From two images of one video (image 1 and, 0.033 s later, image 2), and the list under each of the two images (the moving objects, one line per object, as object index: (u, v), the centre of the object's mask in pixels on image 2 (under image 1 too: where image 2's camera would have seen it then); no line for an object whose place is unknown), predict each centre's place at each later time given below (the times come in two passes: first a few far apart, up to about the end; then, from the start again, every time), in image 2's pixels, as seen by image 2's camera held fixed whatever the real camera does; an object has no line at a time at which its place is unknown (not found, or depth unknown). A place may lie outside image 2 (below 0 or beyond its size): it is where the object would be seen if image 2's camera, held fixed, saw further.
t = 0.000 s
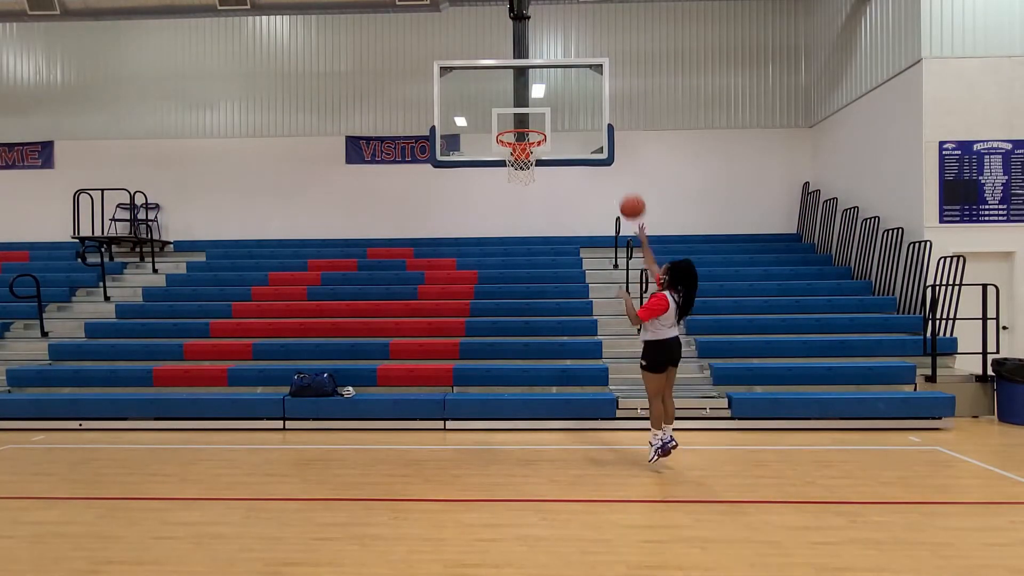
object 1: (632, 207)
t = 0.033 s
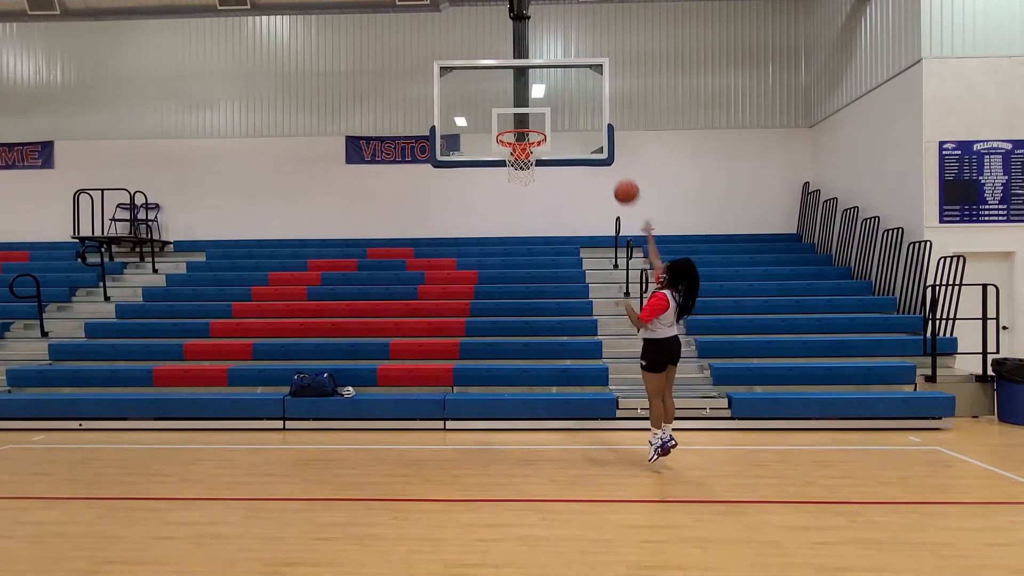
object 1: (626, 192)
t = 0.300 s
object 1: (582, 120)
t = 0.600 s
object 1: (541, 123)
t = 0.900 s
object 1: (521, 121)
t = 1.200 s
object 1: (521, 157)
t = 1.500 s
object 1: (524, 210)
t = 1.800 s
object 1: (524, 345)
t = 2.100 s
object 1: (521, 363)
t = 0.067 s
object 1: (620, 178)
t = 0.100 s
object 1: (614, 165)
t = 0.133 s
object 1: (608, 155)
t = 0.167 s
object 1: (603, 145)
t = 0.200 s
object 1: (598, 137)
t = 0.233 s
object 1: (592, 130)
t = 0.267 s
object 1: (586, 124)
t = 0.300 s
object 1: (582, 120)
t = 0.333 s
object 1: (576, 117)
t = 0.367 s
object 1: (571, 114)
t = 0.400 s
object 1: (566, 113)
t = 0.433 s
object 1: (562, 113)
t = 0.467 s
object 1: (557, 114)
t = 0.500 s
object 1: (552, 117)
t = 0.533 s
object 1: (548, 120)
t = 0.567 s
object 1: (544, 123)
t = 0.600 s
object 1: (541, 123)
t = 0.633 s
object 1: (539, 125)
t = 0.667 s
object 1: (537, 125)
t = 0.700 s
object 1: (534, 123)
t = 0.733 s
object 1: (532, 122)
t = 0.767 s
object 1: (529, 121)
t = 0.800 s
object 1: (528, 119)
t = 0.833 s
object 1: (525, 120)
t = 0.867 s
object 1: (523, 120)
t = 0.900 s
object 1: (521, 121)
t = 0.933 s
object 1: (519, 122)
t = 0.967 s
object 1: (517, 124)
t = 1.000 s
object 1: (518, 125)
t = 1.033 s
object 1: (516, 129)
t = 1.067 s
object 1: (519, 135)
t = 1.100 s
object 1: (521, 137)
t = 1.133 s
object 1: (521, 140)
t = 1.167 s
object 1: (521, 152)
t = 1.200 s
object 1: (521, 157)
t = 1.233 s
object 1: (524, 165)
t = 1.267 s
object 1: (521, 171)
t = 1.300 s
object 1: (524, 170)
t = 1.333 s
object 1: (523, 174)
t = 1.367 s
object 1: (525, 184)
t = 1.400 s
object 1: (524, 186)
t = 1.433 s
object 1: (524, 192)
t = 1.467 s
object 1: (524, 201)
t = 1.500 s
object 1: (524, 210)
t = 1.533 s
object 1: (524, 221)
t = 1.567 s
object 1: (524, 233)
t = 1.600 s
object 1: (524, 246)
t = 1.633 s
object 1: (524, 259)
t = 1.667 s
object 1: (524, 273)
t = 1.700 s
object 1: (524, 289)
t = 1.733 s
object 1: (524, 307)
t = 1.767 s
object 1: (524, 325)
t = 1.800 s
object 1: (524, 345)
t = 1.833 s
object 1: (524, 365)
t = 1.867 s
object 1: (524, 385)
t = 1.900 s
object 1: (525, 409)
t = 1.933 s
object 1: (525, 433)
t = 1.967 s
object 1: (524, 422)
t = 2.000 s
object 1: (524, 408)
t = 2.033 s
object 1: (523, 391)
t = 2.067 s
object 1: (522, 376)
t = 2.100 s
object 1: (521, 363)
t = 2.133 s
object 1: (521, 351)
